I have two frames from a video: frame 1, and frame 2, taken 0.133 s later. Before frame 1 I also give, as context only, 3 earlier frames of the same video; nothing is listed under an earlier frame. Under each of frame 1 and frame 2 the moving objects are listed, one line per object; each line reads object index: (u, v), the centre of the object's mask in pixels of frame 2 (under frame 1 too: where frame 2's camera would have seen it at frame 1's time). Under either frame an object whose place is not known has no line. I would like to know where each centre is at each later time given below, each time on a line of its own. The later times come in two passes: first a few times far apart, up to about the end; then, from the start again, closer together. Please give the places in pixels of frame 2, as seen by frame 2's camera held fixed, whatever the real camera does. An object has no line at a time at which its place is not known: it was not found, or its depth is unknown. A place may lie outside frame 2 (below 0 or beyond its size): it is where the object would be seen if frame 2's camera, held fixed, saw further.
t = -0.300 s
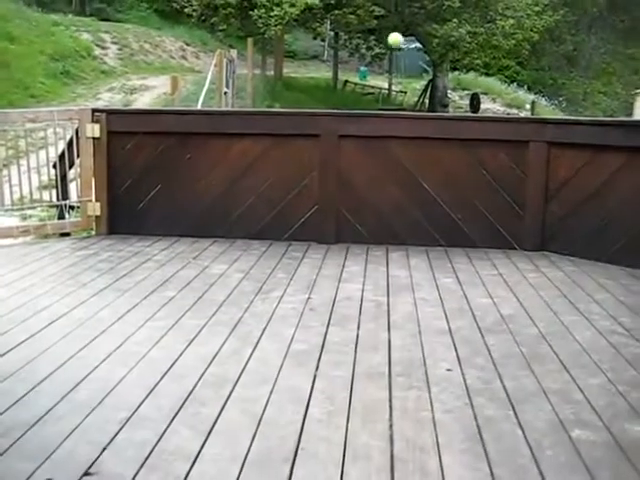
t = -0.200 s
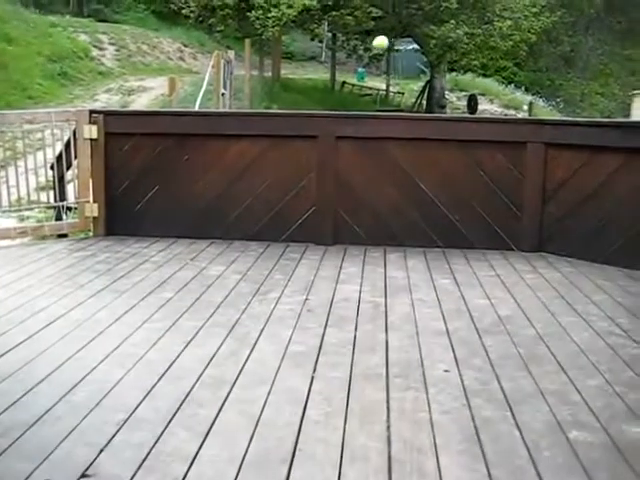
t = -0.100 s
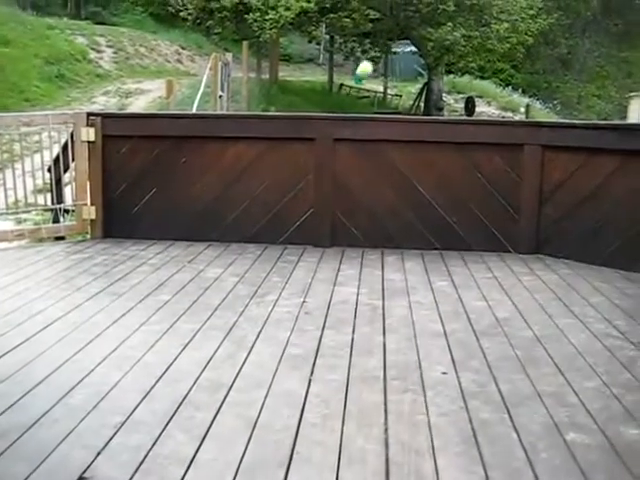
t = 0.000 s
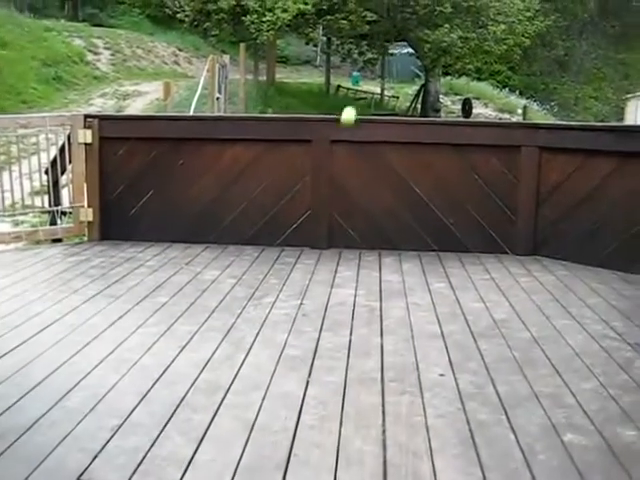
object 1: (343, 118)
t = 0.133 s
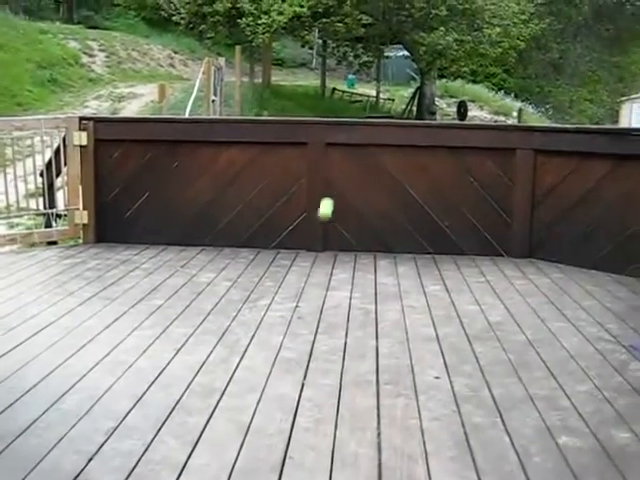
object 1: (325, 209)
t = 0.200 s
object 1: (316, 263)
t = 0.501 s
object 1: (278, 197)
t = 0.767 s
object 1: (243, 199)
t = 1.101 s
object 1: (201, 265)
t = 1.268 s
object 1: (184, 237)
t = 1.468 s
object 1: (164, 269)
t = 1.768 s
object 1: (132, 263)
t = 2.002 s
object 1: (108, 283)
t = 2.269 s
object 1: (83, 290)
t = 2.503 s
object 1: (58, 289)
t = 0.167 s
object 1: (321, 236)
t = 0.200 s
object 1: (316, 263)
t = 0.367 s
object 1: (295, 248)
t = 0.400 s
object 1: (291, 233)
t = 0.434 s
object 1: (287, 218)
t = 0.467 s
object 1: (283, 207)
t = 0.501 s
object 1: (278, 197)
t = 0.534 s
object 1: (273, 189)
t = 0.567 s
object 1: (269, 184)
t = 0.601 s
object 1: (264, 181)
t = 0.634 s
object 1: (260, 180)
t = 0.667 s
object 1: (256, 181)
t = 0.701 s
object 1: (251, 185)
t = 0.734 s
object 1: (247, 191)
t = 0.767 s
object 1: (243, 199)
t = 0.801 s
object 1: (238, 209)
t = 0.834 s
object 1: (234, 222)
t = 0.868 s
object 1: (229, 236)
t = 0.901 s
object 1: (225, 252)
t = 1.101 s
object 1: (201, 265)
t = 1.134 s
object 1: (197, 255)
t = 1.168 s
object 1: (195, 247)
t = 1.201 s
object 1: (191, 242)
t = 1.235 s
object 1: (187, 238)
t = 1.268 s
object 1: (184, 237)
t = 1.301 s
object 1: (181, 237)
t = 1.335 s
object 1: (177, 240)
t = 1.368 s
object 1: (174, 244)
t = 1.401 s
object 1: (170, 251)
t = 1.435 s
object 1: (167, 259)
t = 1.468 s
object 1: (164, 269)
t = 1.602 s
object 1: (150, 284)
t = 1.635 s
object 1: (146, 275)
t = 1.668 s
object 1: (143, 270)
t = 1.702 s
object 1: (139, 266)
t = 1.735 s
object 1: (136, 264)
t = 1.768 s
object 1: (132, 263)
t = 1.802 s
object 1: (128, 266)
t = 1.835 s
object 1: (125, 268)
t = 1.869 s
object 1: (121, 275)
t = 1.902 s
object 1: (119, 282)
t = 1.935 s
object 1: (115, 293)
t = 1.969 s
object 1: (112, 291)
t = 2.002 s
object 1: (108, 283)
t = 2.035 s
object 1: (105, 278)
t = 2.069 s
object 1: (102, 275)
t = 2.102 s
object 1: (99, 274)
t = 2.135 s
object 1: (96, 274)
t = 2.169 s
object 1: (92, 276)
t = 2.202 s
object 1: (89, 279)
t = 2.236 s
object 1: (86, 287)
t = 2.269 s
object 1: (83, 290)
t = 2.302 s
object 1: (79, 284)
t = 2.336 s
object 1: (76, 281)
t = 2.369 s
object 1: (72, 280)
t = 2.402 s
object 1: (69, 279)
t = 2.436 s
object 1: (66, 282)
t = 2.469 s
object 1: (62, 286)
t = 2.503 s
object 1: (58, 289)
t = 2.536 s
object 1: (56, 285)
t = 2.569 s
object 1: (53, 283)
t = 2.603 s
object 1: (51, 283)
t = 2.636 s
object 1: (47, 284)
